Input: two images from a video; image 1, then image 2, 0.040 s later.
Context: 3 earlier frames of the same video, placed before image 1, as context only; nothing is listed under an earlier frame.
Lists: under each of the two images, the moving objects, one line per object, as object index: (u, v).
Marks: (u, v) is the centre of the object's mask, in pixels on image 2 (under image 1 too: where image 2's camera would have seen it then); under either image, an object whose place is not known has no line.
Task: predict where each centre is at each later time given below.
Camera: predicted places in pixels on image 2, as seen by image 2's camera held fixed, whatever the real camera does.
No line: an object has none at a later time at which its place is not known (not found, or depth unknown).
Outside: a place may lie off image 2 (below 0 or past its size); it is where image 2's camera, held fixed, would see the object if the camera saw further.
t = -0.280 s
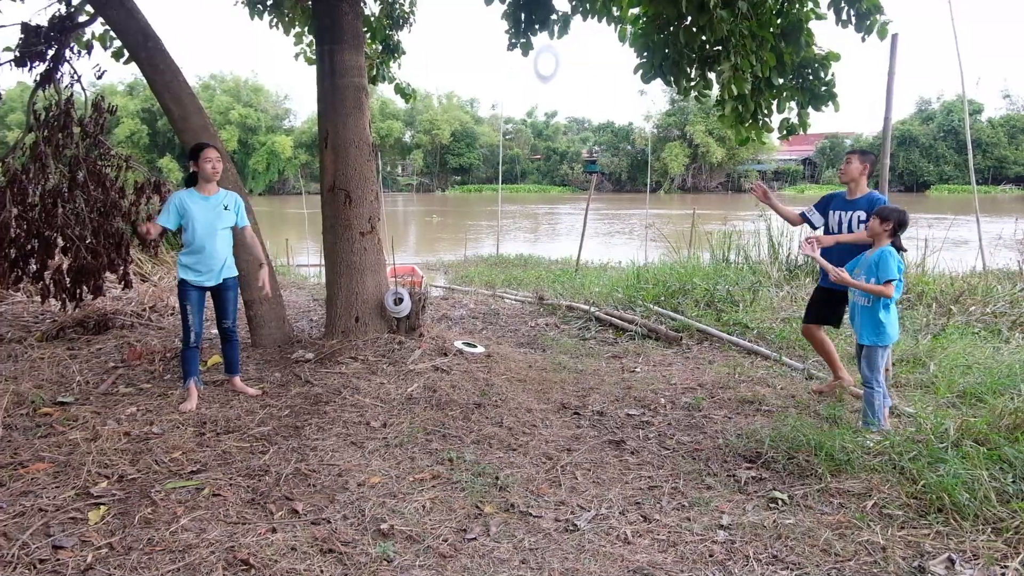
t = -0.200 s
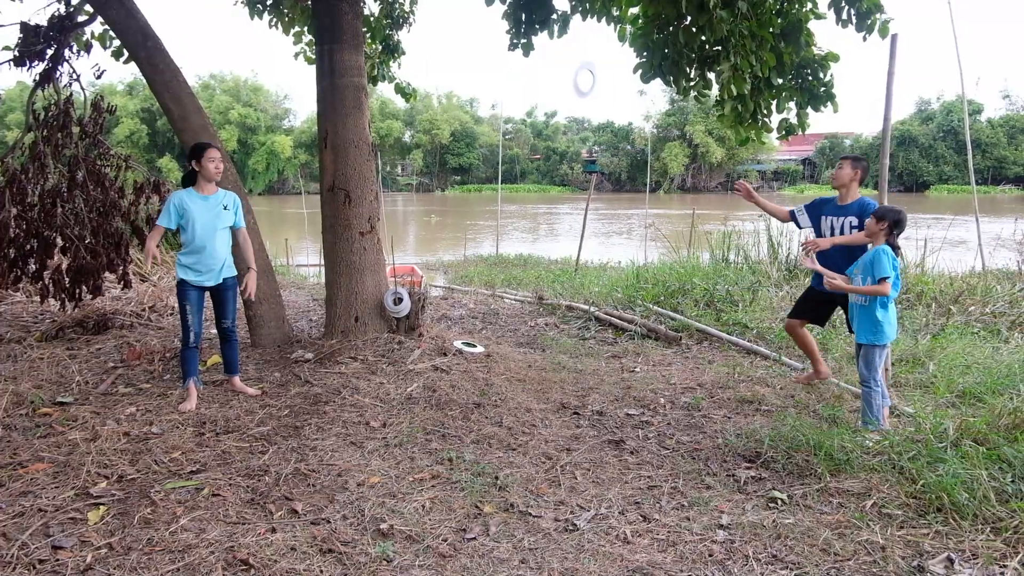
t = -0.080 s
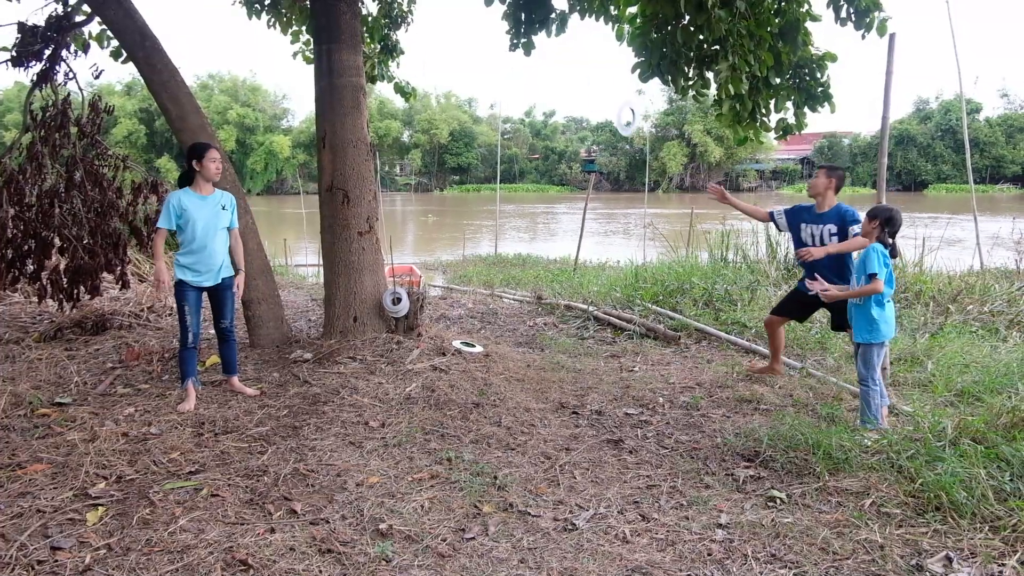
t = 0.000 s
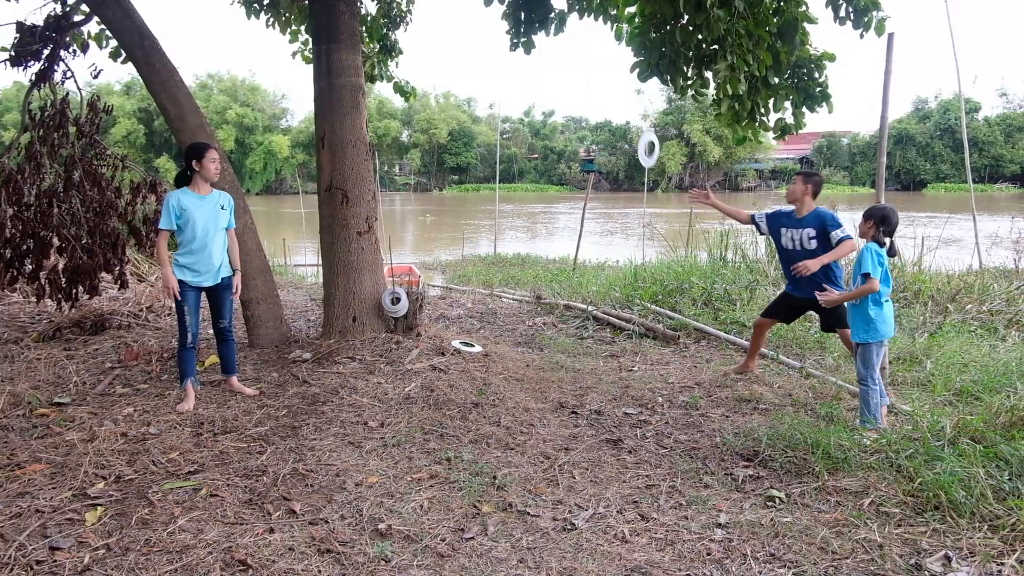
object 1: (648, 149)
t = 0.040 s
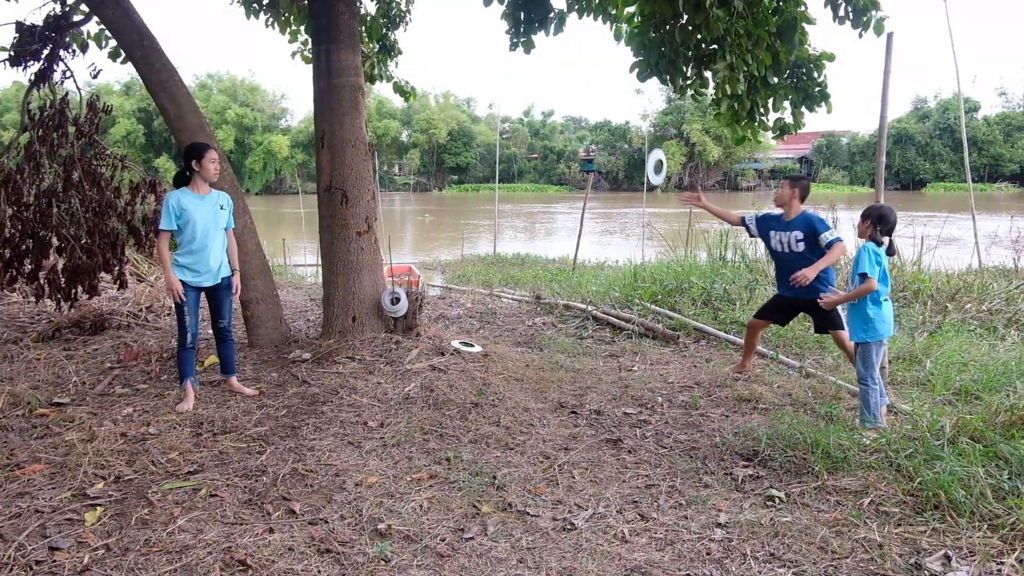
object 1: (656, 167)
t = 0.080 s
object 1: (665, 185)
